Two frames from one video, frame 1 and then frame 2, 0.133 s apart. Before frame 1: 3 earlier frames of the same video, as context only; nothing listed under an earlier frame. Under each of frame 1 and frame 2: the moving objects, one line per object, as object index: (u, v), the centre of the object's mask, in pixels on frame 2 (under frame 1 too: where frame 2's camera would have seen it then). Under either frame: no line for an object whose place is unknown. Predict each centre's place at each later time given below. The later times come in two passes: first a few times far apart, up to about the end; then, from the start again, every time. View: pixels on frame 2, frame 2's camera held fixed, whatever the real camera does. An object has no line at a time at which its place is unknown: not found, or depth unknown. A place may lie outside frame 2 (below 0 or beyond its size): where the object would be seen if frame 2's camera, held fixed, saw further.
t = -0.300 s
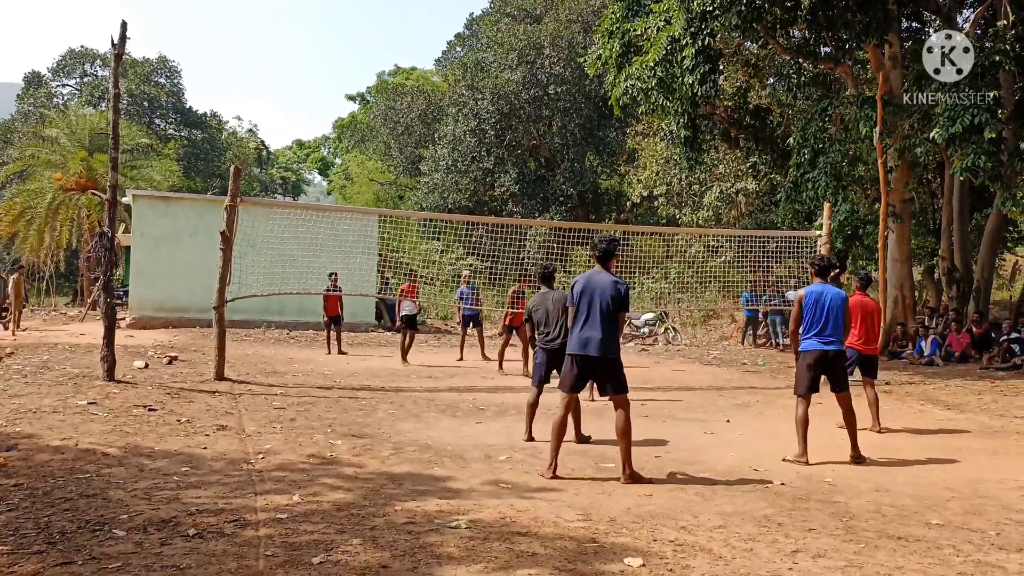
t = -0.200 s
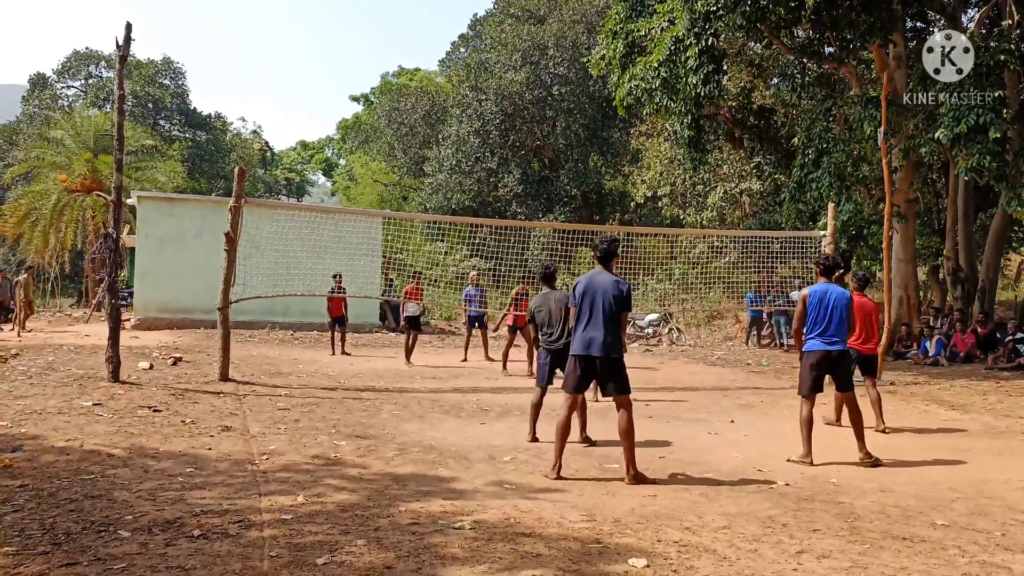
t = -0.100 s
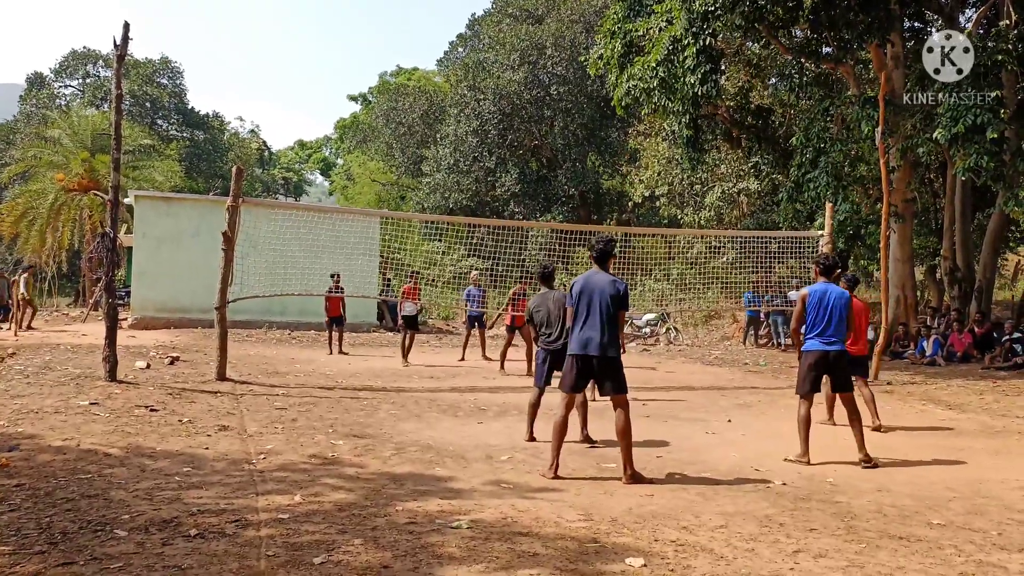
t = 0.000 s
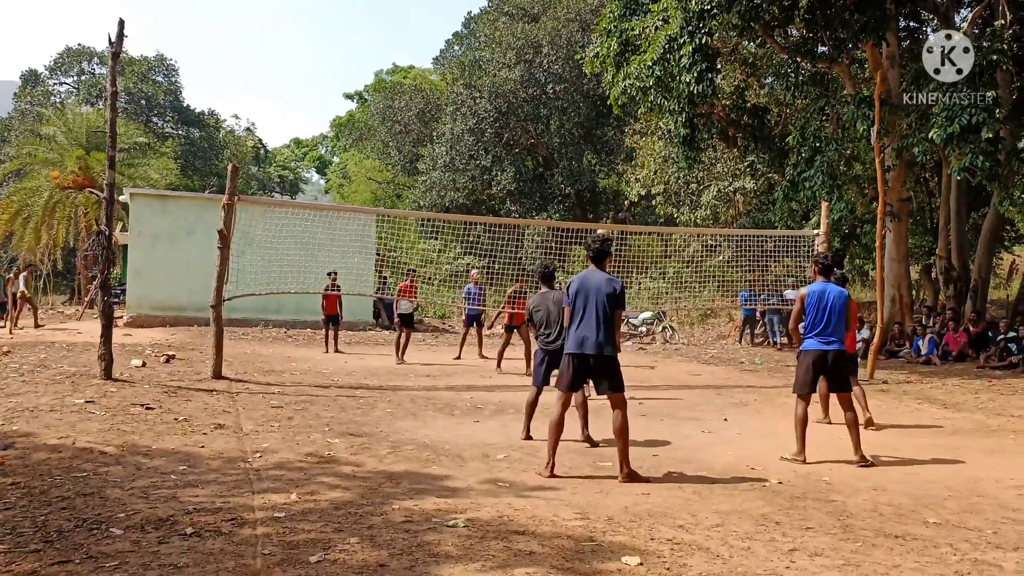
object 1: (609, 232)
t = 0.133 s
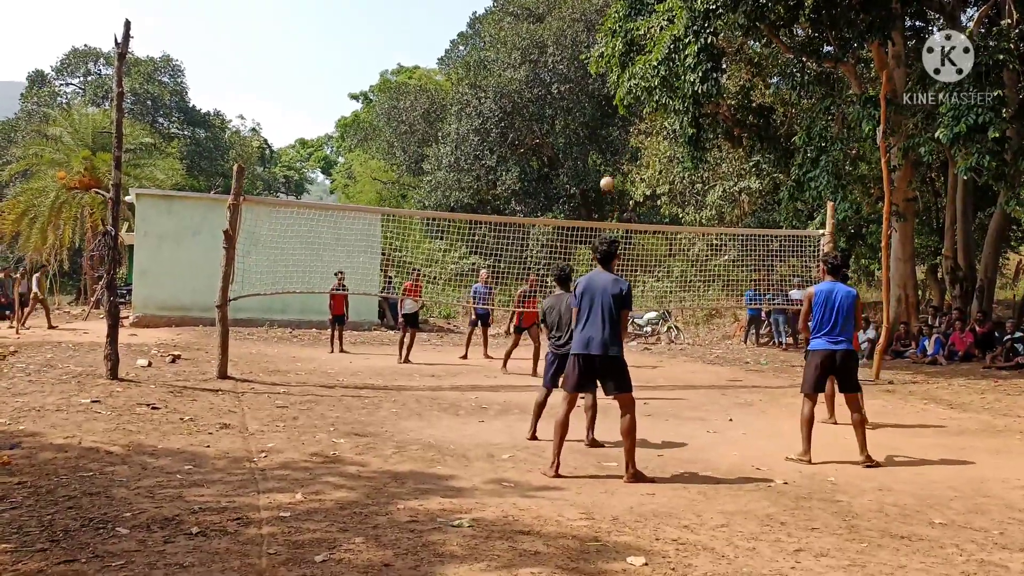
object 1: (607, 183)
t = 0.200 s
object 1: (606, 160)
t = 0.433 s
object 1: (598, 92)
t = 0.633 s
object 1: (588, 52)
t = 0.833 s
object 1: (575, 37)
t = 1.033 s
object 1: (556, 57)
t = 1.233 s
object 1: (534, 128)
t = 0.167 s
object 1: (606, 172)
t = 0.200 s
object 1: (606, 160)
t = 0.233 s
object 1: (604, 149)
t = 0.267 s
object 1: (603, 139)
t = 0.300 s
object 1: (603, 129)
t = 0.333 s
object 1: (602, 119)
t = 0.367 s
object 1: (600, 110)
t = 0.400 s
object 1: (599, 100)
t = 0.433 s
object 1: (598, 92)
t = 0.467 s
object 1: (597, 84)
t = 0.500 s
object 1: (595, 76)
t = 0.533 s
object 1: (594, 69)
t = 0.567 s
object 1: (591, 63)
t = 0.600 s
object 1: (590, 58)
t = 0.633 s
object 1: (588, 52)
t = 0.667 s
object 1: (586, 47)
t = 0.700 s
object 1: (585, 44)
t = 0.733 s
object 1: (582, 42)
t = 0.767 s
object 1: (580, 38)
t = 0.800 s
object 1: (577, 37)
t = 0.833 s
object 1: (575, 37)
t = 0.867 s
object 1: (572, 38)
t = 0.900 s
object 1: (569, 39)
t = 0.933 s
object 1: (566, 41)
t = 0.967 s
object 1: (563, 45)
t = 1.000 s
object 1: (560, 51)
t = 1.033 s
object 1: (556, 57)
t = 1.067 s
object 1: (553, 64)
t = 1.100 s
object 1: (550, 74)
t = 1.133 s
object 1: (546, 85)
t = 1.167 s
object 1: (542, 97)
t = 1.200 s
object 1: (538, 112)
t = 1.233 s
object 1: (534, 128)
